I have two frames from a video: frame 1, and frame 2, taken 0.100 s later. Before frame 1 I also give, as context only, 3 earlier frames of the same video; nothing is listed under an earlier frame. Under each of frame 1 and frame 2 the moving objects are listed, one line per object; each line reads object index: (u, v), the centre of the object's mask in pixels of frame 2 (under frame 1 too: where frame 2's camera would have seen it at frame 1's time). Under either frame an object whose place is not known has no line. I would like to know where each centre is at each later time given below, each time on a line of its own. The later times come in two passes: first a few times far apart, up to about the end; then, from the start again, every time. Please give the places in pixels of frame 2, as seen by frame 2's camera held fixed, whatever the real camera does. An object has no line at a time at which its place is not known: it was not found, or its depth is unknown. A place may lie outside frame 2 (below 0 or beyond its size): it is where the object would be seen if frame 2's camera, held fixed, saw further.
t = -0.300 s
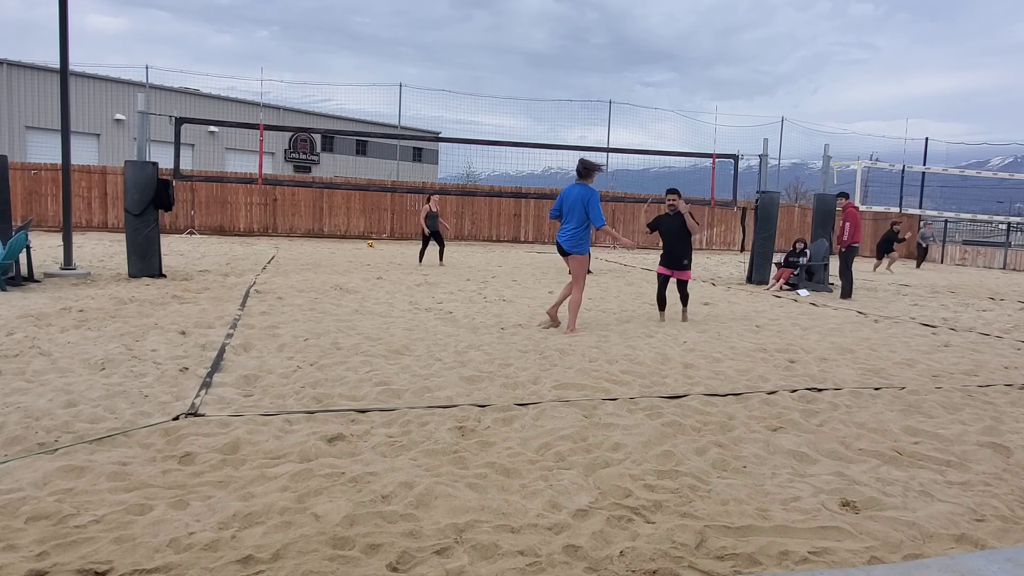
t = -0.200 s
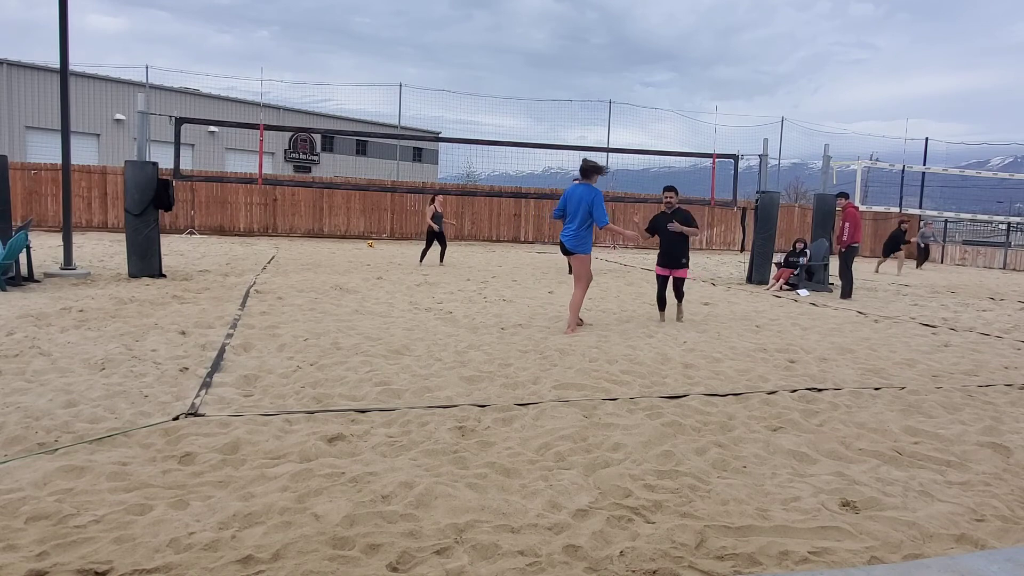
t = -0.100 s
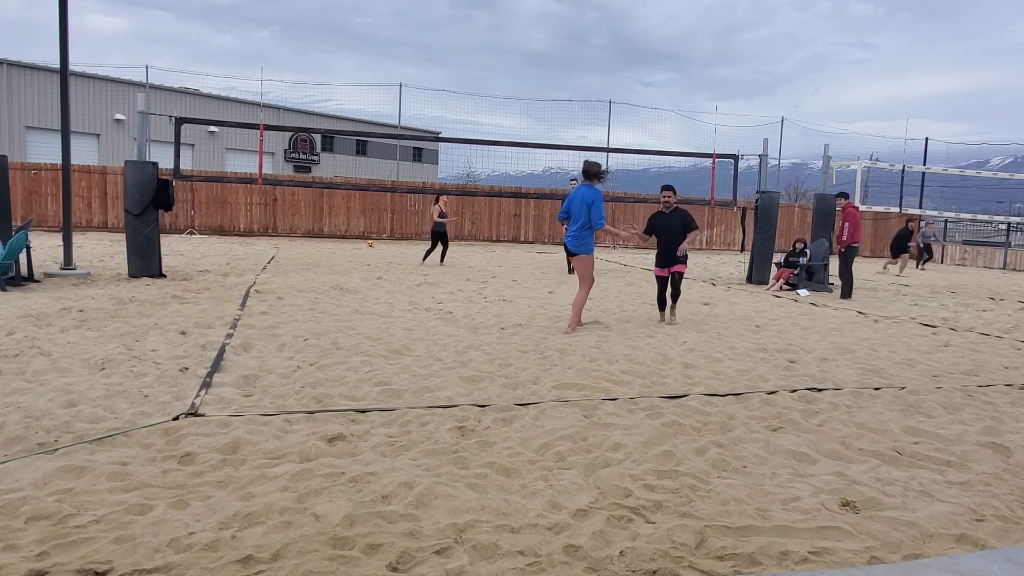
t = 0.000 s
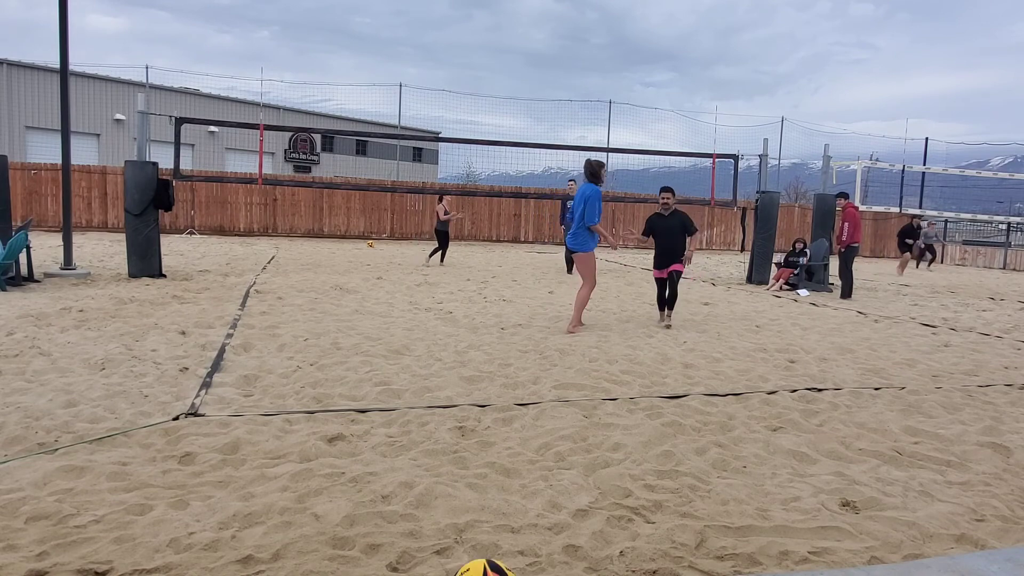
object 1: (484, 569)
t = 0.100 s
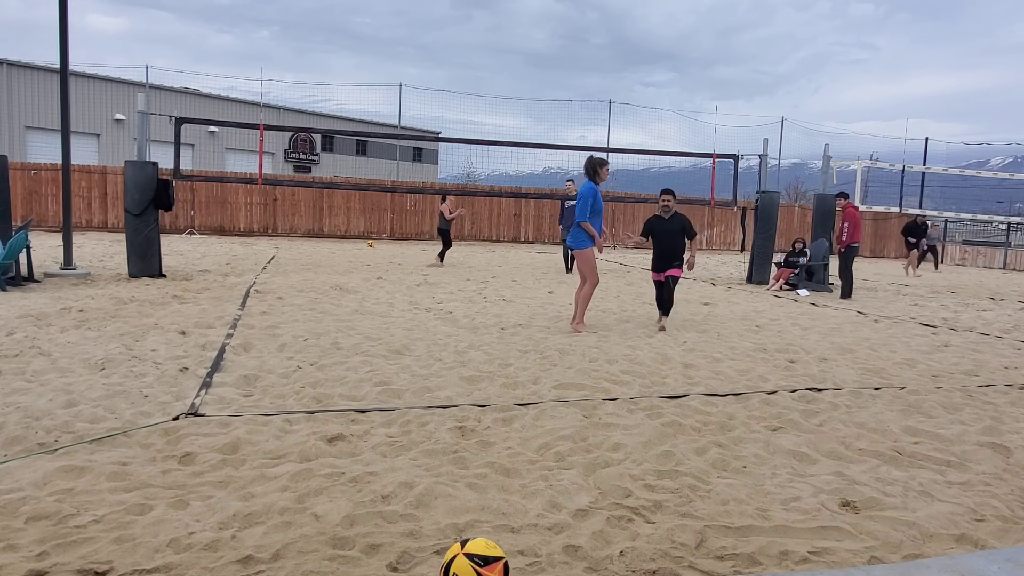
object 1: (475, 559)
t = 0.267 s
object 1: (466, 543)
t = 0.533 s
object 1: (456, 510)
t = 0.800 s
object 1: (454, 494)
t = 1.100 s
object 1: (443, 480)
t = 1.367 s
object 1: (439, 473)
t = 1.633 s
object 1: (442, 478)
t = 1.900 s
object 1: (443, 483)
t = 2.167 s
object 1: (438, 486)
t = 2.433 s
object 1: (429, 489)
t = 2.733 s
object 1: (426, 489)
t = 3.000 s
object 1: (426, 489)
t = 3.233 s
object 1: (426, 489)
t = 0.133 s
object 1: (473, 554)
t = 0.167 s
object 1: (472, 550)
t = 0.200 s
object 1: (470, 547)
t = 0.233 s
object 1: (468, 546)
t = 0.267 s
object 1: (466, 543)
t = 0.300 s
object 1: (465, 536)
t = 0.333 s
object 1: (463, 531)
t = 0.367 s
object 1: (461, 528)
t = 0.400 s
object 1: (460, 523)
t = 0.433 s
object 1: (459, 516)
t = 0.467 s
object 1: (459, 511)
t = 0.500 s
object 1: (458, 510)
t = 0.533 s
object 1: (456, 510)
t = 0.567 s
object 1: (454, 510)
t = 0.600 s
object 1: (454, 506)
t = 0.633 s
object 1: (455, 501)
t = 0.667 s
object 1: (455, 498)
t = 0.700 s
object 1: (455, 496)
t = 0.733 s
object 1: (455, 495)
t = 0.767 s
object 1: (455, 494)
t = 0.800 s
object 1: (454, 494)
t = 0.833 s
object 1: (454, 493)
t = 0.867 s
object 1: (453, 490)
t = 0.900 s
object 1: (452, 488)
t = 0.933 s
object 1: (452, 486)
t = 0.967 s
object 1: (450, 485)
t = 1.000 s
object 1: (448, 483)
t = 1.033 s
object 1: (447, 482)
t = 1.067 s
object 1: (445, 481)
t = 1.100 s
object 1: (443, 480)
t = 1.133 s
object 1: (442, 479)
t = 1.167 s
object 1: (440, 477)
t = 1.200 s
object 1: (439, 476)
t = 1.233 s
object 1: (438, 475)
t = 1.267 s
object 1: (438, 474)
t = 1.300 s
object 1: (438, 474)
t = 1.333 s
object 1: (438, 473)
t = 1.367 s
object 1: (439, 473)
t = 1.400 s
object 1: (440, 474)
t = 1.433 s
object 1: (440, 474)
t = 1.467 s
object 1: (441, 474)
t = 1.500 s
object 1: (441, 475)
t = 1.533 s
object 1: (442, 475)
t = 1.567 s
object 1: (442, 476)
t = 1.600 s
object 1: (442, 477)
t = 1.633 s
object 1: (442, 478)
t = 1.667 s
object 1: (442, 478)
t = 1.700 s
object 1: (442, 479)
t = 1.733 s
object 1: (442, 480)
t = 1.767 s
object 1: (442, 481)
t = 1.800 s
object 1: (442, 481)
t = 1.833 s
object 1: (443, 482)
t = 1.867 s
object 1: (443, 482)
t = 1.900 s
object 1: (443, 483)
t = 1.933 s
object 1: (442, 483)
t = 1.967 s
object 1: (442, 484)
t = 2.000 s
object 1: (442, 484)
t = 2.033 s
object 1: (441, 485)
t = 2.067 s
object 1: (441, 485)
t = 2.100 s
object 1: (440, 485)
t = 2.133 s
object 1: (439, 486)
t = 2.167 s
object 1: (438, 486)
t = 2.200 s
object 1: (437, 486)
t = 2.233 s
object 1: (436, 487)
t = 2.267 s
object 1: (435, 487)
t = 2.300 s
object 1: (434, 488)
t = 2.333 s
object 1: (433, 488)
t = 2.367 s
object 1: (432, 489)
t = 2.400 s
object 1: (430, 489)
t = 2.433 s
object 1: (429, 489)
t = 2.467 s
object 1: (428, 489)
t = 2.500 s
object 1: (427, 489)
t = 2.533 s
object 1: (426, 489)
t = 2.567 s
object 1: (425, 489)
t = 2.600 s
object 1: (425, 489)
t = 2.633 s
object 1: (425, 489)
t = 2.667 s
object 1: (426, 489)
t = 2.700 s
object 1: (426, 489)
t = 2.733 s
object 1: (426, 489)
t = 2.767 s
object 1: (427, 489)
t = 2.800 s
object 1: (427, 489)
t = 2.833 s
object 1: (427, 489)
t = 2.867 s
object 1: (427, 489)
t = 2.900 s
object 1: (427, 489)
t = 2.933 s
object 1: (426, 489)
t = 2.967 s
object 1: (426, 489)
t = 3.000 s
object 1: (426, 489)
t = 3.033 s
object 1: (426, 489)
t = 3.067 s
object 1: (426, 489)
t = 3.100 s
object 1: (426, 489)
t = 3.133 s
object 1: (426, 489)
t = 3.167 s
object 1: (426, 489)
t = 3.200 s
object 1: (426, 489)
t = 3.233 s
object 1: (426, 489)
